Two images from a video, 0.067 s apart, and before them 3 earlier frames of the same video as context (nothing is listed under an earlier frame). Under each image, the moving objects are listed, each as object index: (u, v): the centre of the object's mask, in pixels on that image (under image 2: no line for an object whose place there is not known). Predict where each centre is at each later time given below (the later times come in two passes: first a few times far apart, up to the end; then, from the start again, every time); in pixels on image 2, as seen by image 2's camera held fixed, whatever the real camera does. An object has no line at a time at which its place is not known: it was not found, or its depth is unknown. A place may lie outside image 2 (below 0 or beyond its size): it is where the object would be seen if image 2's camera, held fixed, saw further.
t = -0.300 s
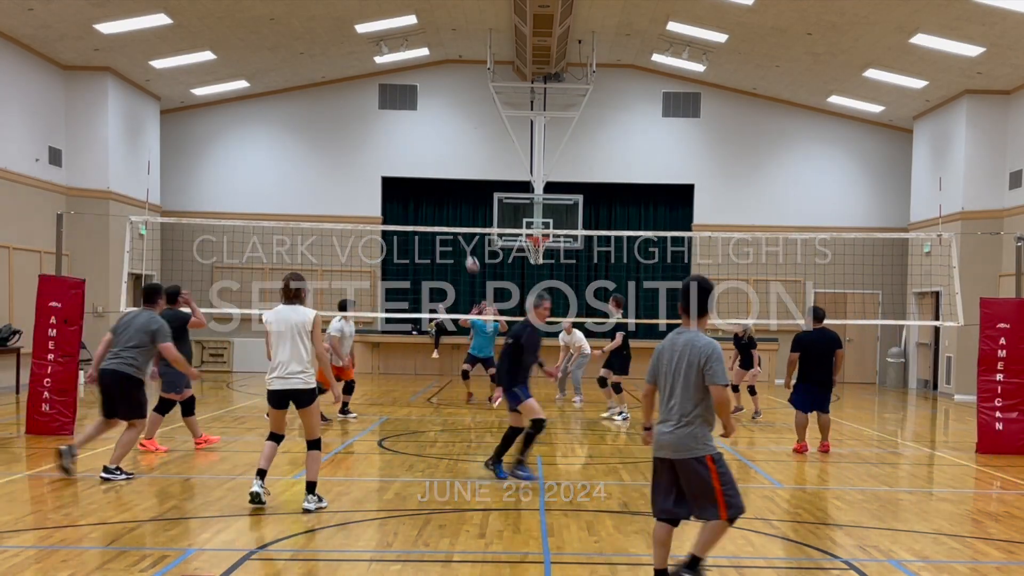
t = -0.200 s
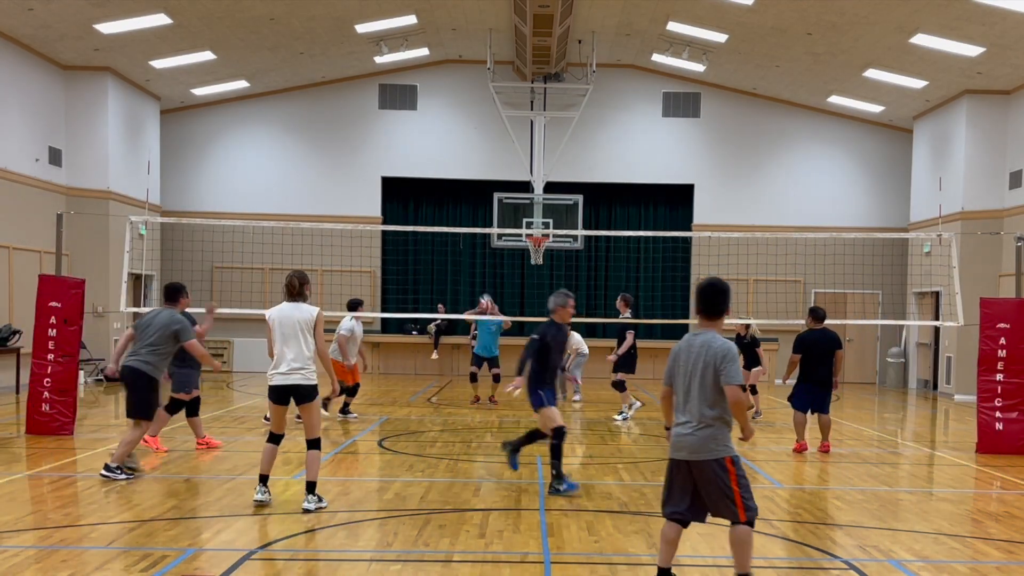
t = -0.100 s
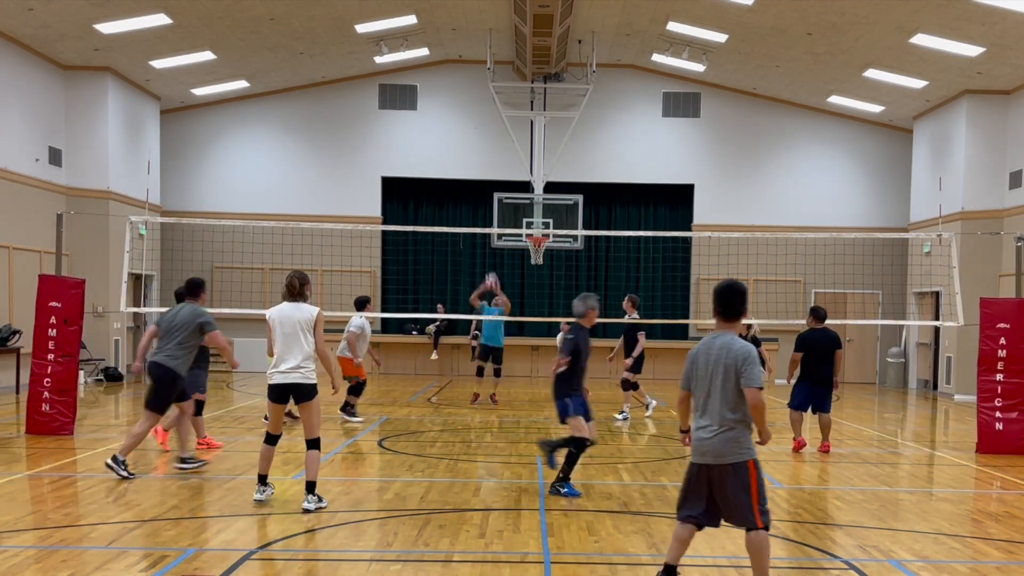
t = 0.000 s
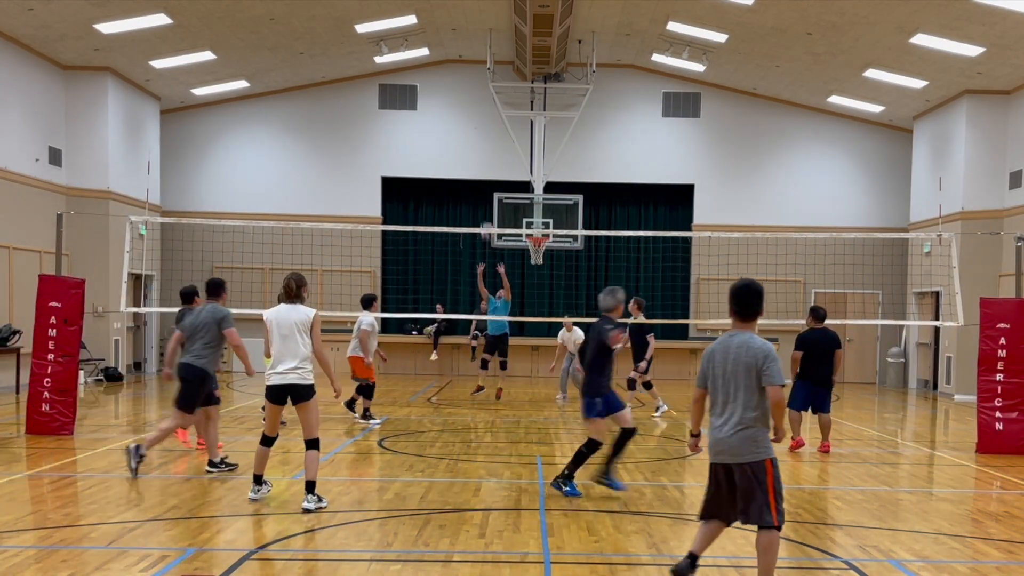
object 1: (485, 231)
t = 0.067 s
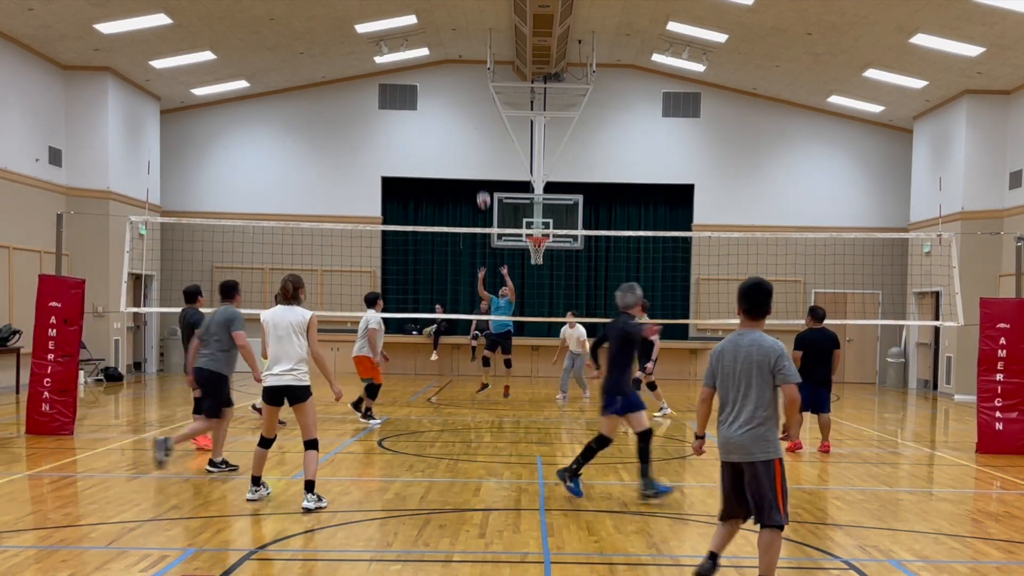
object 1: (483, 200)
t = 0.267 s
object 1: (474, 123)
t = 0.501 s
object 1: (460, 63)
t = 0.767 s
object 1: (442, 40)
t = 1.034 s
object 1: (423, 69)
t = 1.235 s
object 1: (408, 131)
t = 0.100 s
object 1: (482, 187)
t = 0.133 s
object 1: (481, 171)
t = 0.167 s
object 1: (479, 159)
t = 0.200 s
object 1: (477, 145)
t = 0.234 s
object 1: (476, 134)
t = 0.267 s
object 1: (474, 123)
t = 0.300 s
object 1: (472, 112)
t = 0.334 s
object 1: (470, 102)
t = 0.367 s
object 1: (468, 93)
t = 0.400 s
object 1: (466, 85)
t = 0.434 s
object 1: (464, 77)
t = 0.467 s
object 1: (462, 69)
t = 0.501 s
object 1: (460, 63)
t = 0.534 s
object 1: (458, 58)
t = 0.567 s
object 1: (456, 53)
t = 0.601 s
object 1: (454, 49)
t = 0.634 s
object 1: (451, 45)
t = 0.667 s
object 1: (449, 43)
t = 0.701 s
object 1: (447, 41)
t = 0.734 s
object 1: (445, 40)
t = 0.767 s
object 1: (442, 40)
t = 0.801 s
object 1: (440, 40)
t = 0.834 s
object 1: (438, 42)
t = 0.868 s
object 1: (435, 44)
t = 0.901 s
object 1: (433, 47)
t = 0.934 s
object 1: (431, 51)
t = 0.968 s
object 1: (429, 57)
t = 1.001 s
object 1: (426, 62)
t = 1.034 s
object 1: (423, 69)
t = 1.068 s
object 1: (421, 77)
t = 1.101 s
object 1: (418, 86)
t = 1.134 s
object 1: (415, 95)
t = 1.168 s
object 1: (413, 105)
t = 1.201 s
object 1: (411, 118)
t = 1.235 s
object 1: (408, 131)
